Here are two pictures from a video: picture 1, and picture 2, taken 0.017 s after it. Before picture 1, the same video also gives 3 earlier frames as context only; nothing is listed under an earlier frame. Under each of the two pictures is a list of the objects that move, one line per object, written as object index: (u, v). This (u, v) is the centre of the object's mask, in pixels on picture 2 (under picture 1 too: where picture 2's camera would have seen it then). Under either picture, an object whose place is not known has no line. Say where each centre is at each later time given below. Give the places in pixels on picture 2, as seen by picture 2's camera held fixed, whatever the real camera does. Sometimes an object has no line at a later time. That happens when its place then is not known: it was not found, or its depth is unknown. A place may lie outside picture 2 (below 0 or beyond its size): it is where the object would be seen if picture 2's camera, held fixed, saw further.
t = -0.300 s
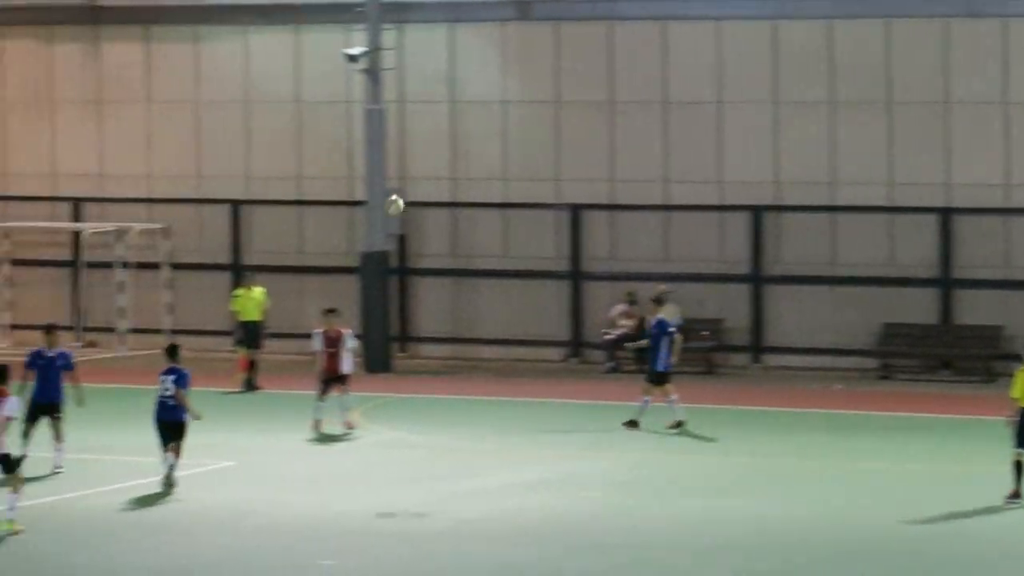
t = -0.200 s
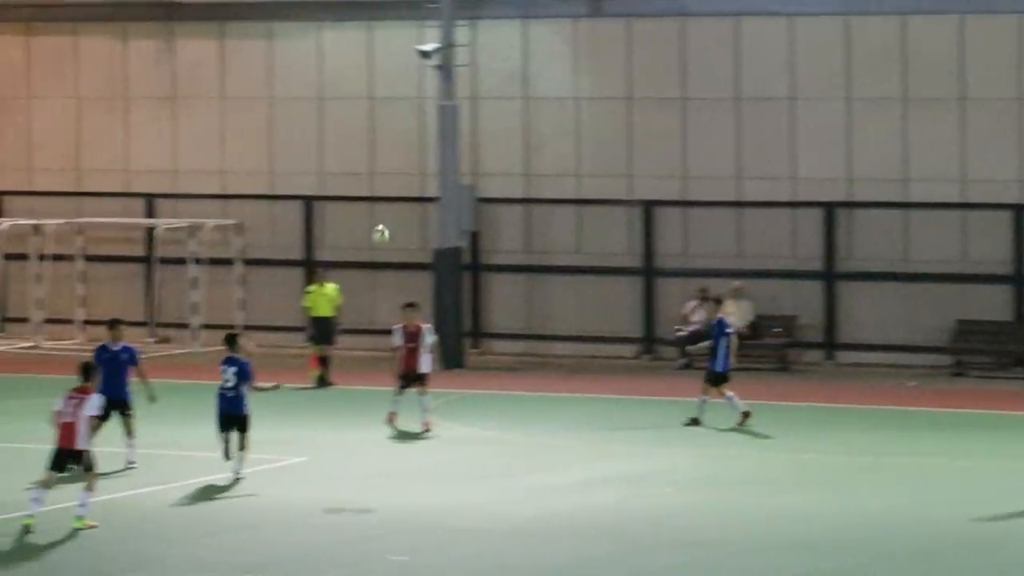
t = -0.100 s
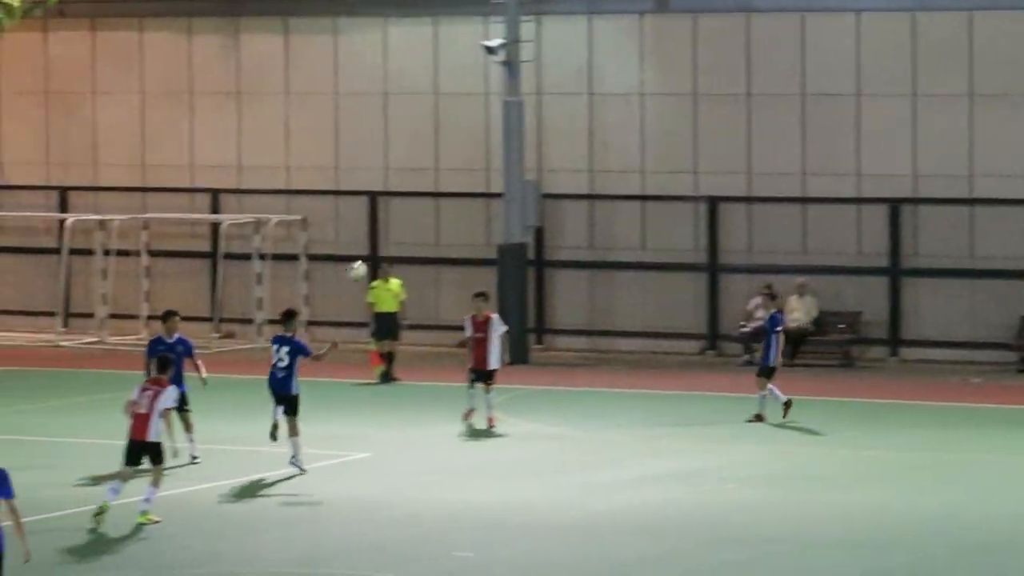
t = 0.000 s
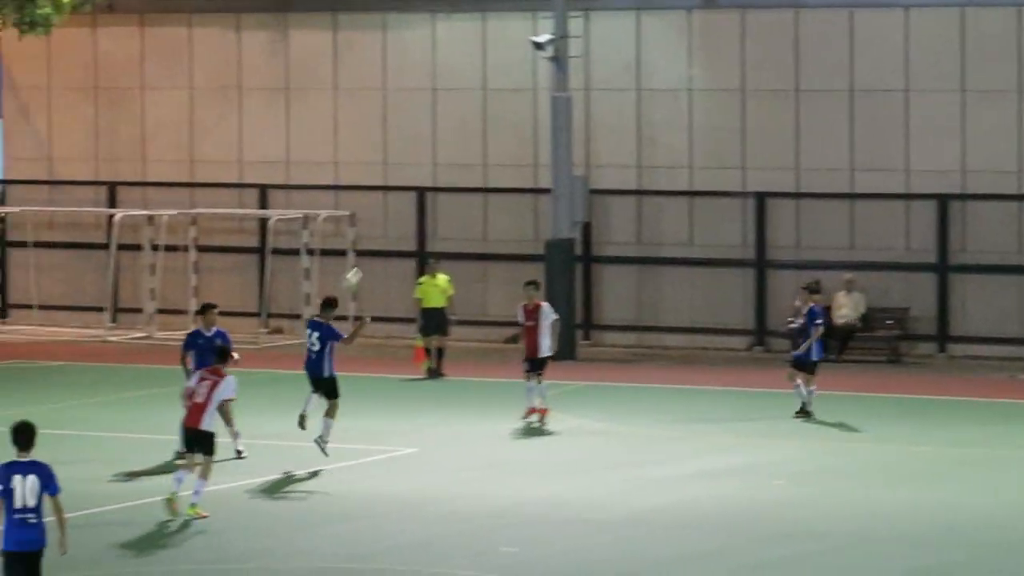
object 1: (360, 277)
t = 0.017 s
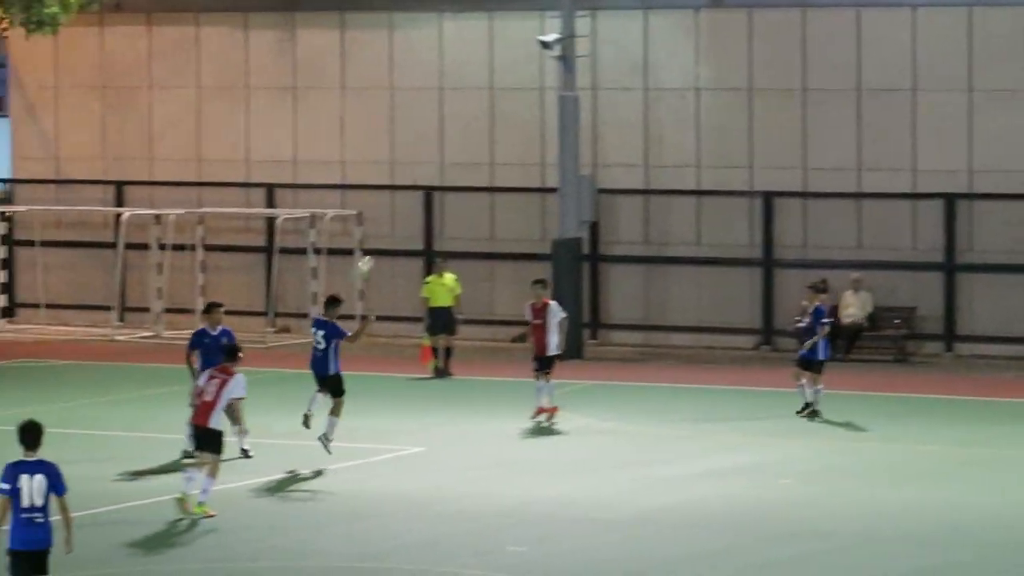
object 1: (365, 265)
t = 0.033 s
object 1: (369, 254)
